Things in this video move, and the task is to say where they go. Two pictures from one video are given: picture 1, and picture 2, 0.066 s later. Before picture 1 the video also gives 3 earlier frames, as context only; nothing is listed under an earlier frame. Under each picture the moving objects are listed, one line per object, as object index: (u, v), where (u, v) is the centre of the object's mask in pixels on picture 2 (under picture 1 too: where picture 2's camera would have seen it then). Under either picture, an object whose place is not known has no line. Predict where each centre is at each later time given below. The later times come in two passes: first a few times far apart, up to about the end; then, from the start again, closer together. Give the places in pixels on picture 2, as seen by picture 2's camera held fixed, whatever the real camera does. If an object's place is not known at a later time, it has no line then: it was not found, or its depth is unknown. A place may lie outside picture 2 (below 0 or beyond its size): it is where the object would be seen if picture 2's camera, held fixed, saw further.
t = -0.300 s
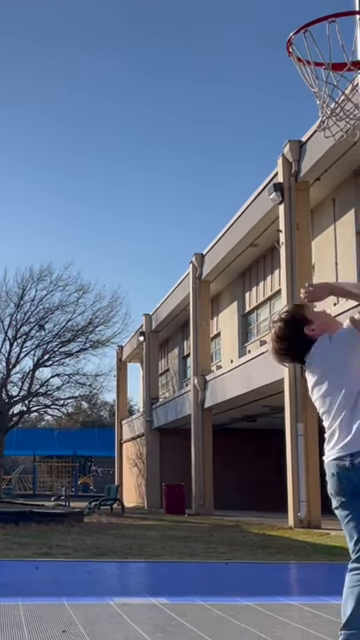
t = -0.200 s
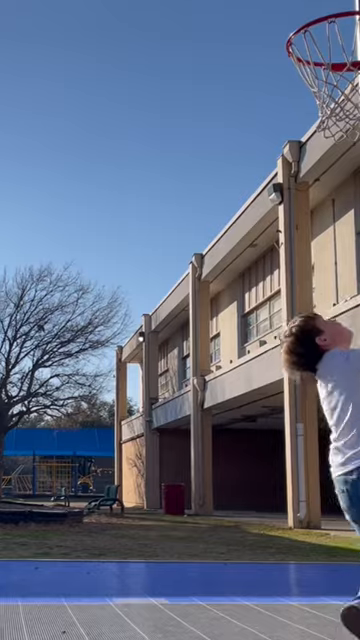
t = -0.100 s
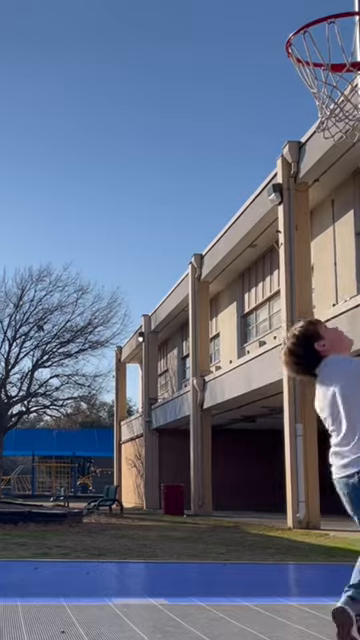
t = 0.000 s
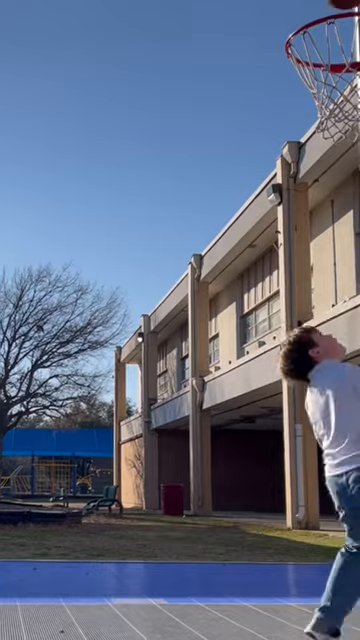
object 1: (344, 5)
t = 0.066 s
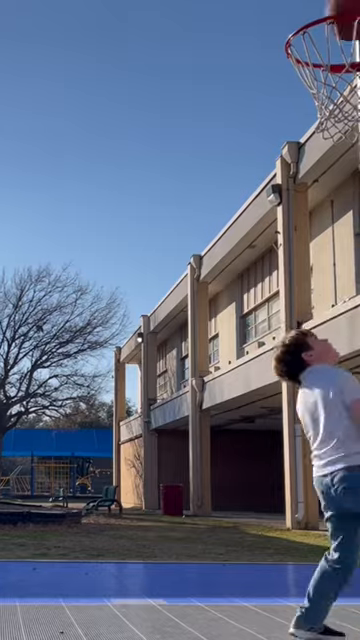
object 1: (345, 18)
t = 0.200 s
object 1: (352, 103)
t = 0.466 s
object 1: (343, 201)
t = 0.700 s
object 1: (336, 433)
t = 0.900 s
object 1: (316, 546)
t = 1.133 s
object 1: (272, 353)
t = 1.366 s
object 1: (232, 297)
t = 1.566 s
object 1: (198, 360)
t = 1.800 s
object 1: (158, 588)
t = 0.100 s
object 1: (346, 35)
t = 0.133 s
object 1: (349, 54)
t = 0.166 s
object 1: (351, 81)
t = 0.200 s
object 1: (352, 103)
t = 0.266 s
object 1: (351, 122)
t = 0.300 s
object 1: (349, 123)
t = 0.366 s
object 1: (348, 147)
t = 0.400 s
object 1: (346, 162)
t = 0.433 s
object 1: (344, 180)
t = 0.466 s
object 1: (343, 201)
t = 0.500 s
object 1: (342, 225)
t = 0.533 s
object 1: (341, 254)
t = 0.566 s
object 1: (340, 284)
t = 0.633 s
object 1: (340, 353)
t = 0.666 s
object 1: (337, 391)
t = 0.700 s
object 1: (336, 433)
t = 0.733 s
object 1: (335, 480)
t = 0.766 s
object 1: (334, 529)
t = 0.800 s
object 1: (332, 583)
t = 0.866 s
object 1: (324, 586)
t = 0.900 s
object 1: (316, 546)
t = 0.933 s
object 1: (310, 509)
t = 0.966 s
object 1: (303, 476)
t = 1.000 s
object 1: (296, 446)
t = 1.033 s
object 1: (290, 419)
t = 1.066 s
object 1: (283, 394)
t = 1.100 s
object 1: (278, 372)
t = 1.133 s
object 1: (272, 353)
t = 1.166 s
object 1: (266, 336)
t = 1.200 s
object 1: (261, 323)
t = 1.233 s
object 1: (255, 312)
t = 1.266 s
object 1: (248, 305)
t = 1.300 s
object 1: (243, 300)
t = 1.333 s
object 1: (237, 298)
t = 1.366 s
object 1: (232, 297)
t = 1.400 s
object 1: (227, 300)
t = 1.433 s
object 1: (221, 305)
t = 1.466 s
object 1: (216, 314)
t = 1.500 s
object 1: (211, 326)
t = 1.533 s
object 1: (204, 342)
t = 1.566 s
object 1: (198, 360)
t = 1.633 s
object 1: (186, 406)
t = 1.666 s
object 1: (181, 434)
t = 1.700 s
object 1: (174, 467)
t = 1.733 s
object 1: (168, 502)
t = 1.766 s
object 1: (164, 543)
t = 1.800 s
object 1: (158, 588)
